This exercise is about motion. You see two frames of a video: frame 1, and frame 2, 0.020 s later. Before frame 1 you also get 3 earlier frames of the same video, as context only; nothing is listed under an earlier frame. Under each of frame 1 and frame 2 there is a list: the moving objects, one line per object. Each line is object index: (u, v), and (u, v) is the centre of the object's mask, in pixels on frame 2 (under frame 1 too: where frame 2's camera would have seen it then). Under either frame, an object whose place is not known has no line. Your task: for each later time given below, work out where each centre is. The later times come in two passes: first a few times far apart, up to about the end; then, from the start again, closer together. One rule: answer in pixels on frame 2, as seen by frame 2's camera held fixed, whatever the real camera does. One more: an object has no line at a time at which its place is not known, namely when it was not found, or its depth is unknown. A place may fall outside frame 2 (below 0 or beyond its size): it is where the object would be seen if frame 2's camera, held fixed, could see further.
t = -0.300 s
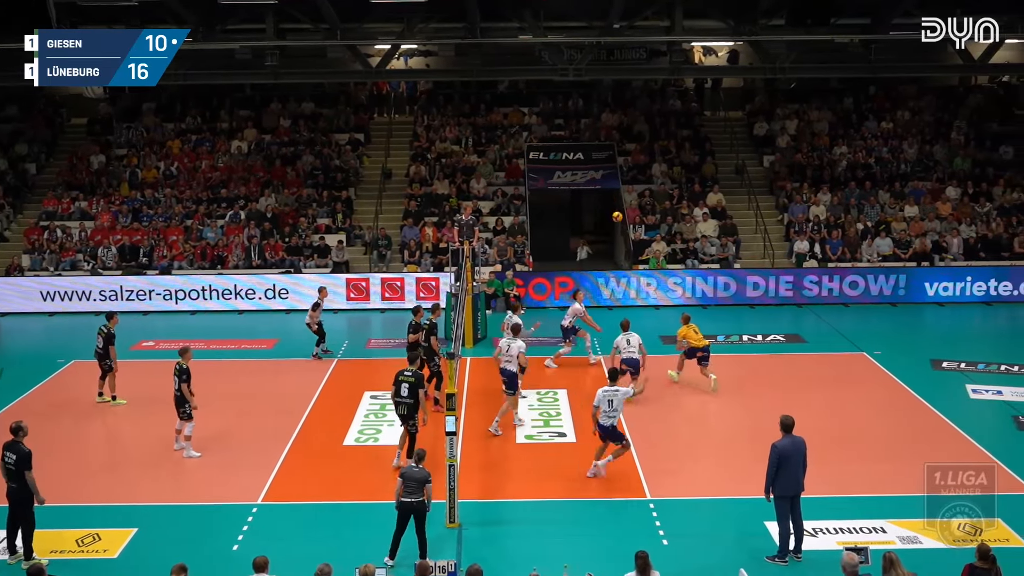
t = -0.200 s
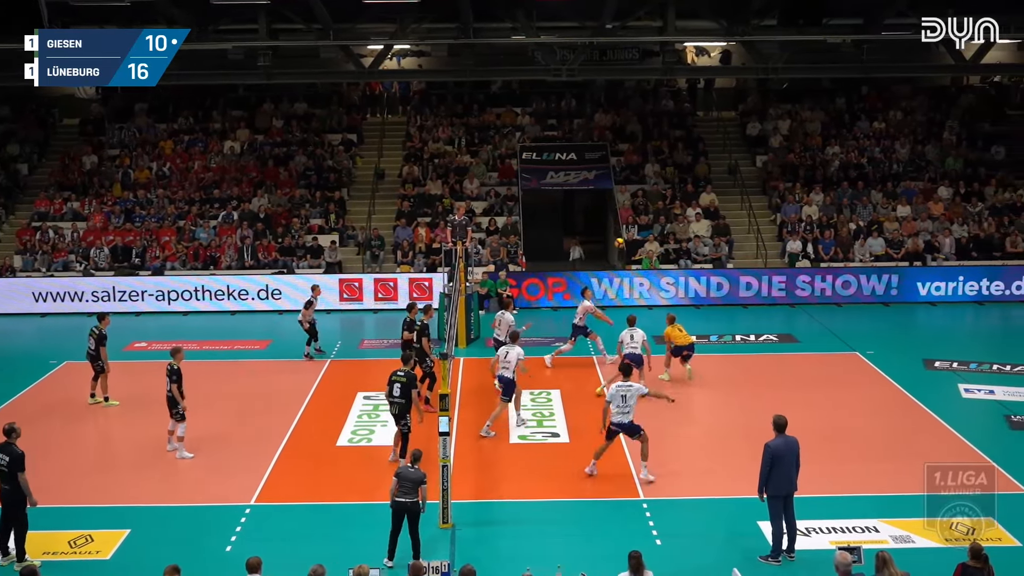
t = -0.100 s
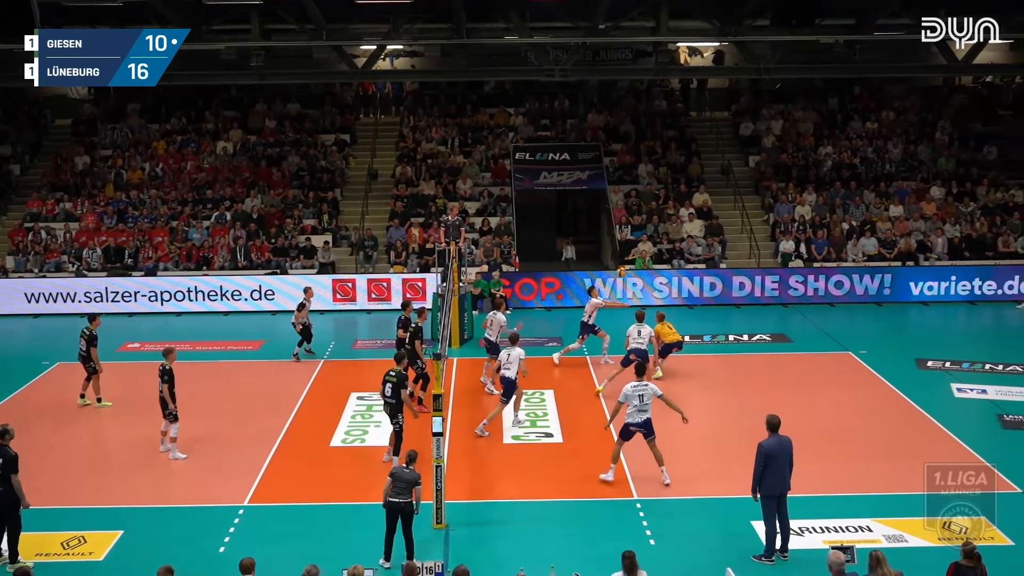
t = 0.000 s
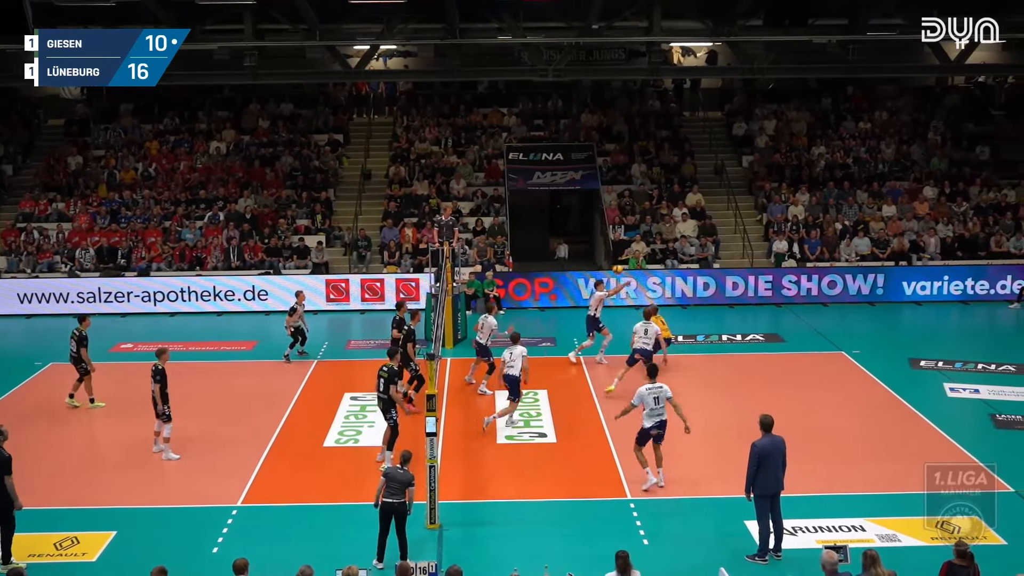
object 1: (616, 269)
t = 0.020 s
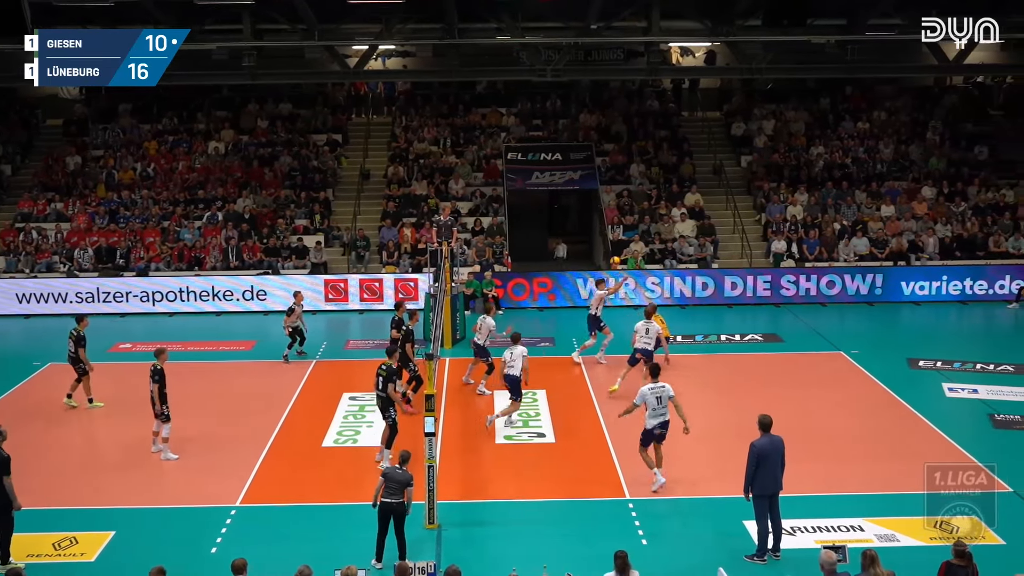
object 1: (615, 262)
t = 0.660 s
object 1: (579, 77)
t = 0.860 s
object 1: (567, 58)
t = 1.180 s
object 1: (548, 66)
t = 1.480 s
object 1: (532, 120)
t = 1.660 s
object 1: (524, 172)
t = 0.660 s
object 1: (579, 77)
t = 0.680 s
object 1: (578, 74)
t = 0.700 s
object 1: (577, 71)
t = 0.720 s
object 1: (576, 69)
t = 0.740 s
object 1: (575, 66)
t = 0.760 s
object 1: (573, 64)
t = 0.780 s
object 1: (572, 62)
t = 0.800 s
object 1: (571, 61)
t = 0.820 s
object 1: (570, 60)
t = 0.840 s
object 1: (569, 58)
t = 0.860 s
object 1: (567, 58)
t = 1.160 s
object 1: (550, 64)
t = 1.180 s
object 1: (548, 66)
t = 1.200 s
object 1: (547, 69)
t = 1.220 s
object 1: (546, 71)
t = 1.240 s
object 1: (545, 73)
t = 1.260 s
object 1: (544, 76)
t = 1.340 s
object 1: (540, 89)
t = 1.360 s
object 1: (538, 93)
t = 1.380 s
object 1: (537, 97)
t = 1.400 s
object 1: (536, 101)
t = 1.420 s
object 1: (535, 106)
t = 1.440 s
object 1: (534, 110)
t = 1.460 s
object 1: (533, 115)
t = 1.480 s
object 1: (532, 120)
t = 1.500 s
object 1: (532, 125)
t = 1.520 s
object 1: (530, 130)
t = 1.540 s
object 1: (529, 135)
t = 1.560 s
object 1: (529, 140)
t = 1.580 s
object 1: (527, 147)
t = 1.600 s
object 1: (527, 152)
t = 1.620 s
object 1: (525, 159)
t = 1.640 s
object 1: (525, 165)
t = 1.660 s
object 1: (524, 172)
